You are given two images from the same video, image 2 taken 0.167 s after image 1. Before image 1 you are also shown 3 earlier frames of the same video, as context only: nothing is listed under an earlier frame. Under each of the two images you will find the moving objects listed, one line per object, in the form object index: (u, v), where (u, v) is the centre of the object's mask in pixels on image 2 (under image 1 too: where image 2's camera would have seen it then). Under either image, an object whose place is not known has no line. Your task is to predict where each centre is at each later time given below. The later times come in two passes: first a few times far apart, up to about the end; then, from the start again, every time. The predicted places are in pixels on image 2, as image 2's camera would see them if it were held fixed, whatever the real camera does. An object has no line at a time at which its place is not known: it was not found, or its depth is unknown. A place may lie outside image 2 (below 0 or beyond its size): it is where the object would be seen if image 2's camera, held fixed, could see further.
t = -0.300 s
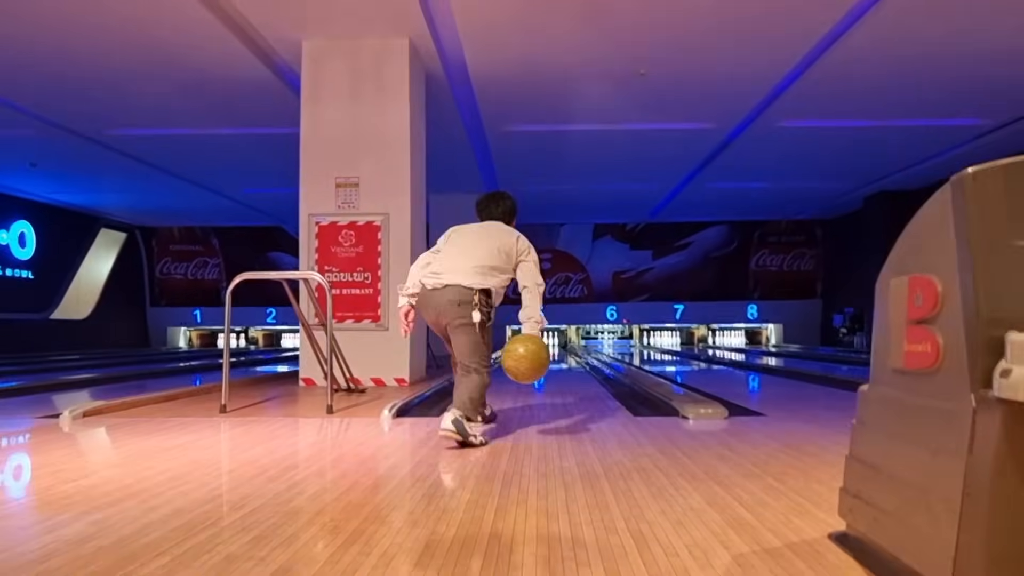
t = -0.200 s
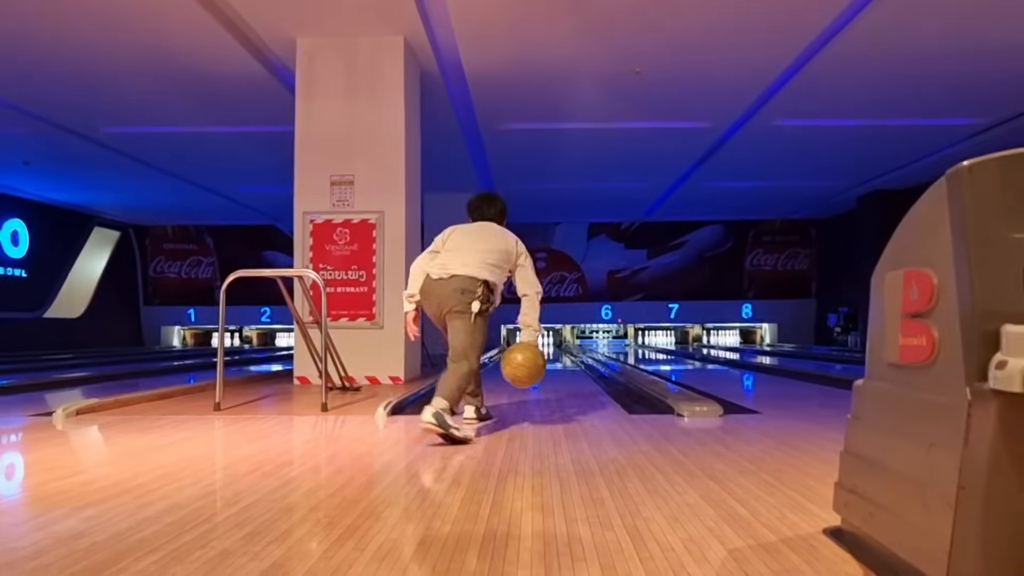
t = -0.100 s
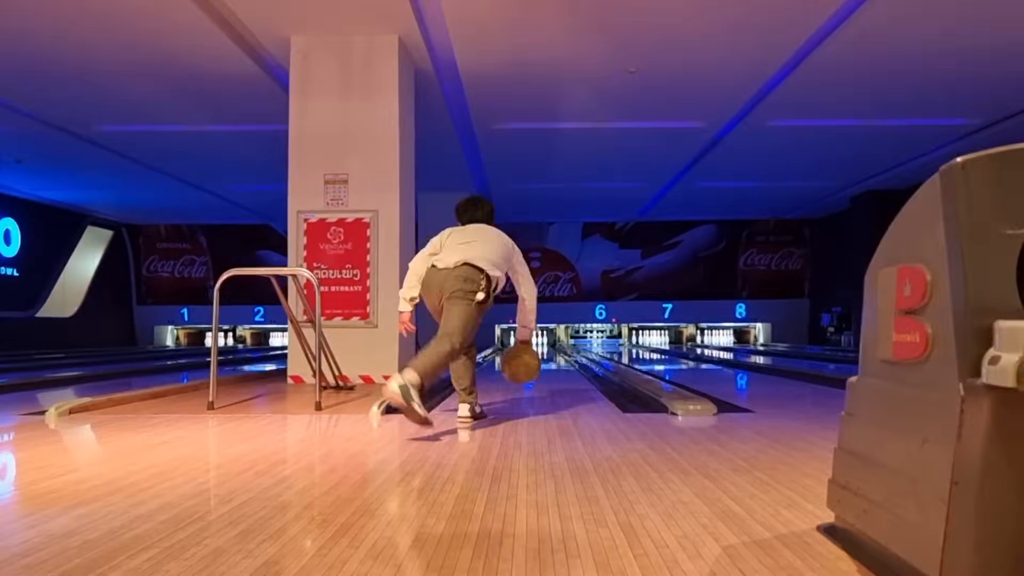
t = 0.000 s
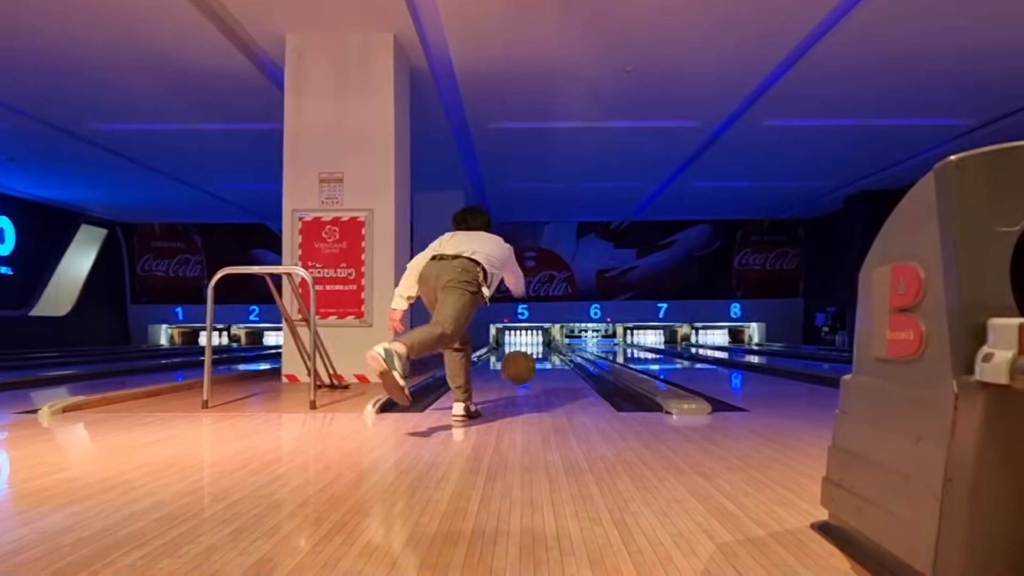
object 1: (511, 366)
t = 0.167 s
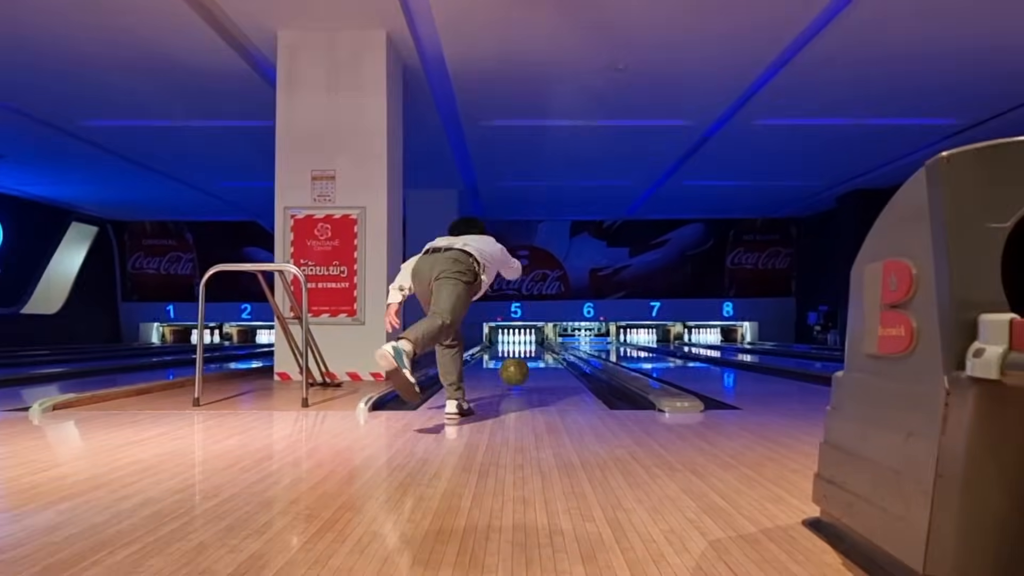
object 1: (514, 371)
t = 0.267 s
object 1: (515, 370)
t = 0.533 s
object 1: (518, 362)
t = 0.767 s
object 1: (520, 356)
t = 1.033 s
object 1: (521, 352)
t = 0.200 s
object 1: (514, 371)
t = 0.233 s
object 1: (515, 371)
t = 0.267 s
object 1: (515, 370)
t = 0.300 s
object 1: (516, 369)
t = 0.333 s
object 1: (516, 368)
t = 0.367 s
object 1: (517, 366)
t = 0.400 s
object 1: (517, 365)
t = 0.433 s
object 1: (518, 365)
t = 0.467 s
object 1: (518, 364)
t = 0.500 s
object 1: (518, 363)
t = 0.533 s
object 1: (518, 362)
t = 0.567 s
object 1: (518, 361)
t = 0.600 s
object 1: (519, 360)
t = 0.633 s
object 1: (519, 359)
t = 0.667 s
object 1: (519, 358)
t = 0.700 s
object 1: (519, 358)
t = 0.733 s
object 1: (520, 357)
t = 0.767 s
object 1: (520, 356)
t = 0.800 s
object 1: (520, 356)
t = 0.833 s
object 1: (520, 355)
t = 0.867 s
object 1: (520, 355)
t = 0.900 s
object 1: (520, 354)
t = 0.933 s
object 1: (520, 354)
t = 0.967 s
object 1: (521, 353)
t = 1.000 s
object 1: (521, 353)
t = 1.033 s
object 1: (521, 352)
